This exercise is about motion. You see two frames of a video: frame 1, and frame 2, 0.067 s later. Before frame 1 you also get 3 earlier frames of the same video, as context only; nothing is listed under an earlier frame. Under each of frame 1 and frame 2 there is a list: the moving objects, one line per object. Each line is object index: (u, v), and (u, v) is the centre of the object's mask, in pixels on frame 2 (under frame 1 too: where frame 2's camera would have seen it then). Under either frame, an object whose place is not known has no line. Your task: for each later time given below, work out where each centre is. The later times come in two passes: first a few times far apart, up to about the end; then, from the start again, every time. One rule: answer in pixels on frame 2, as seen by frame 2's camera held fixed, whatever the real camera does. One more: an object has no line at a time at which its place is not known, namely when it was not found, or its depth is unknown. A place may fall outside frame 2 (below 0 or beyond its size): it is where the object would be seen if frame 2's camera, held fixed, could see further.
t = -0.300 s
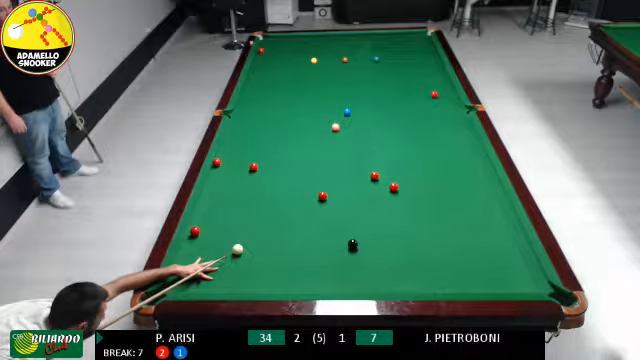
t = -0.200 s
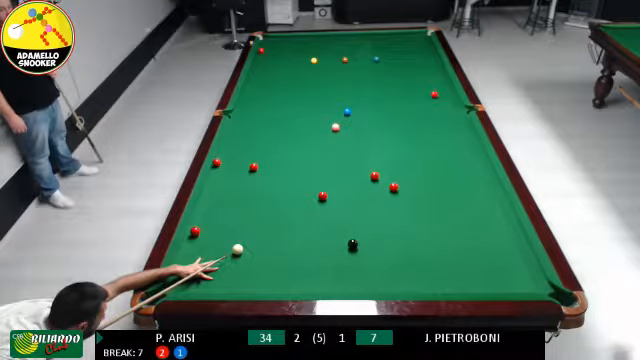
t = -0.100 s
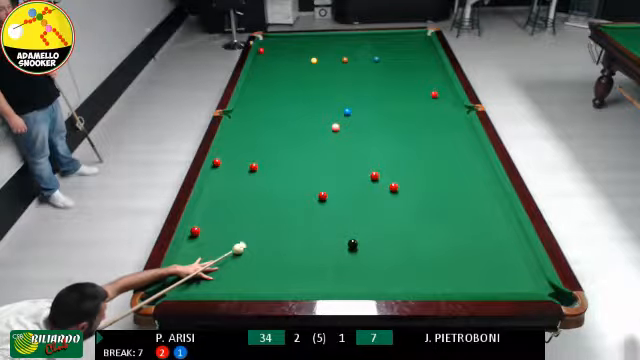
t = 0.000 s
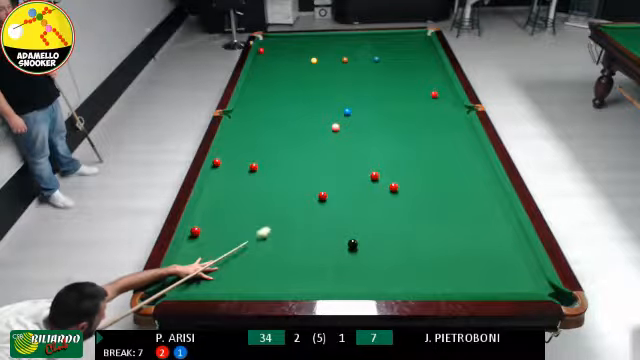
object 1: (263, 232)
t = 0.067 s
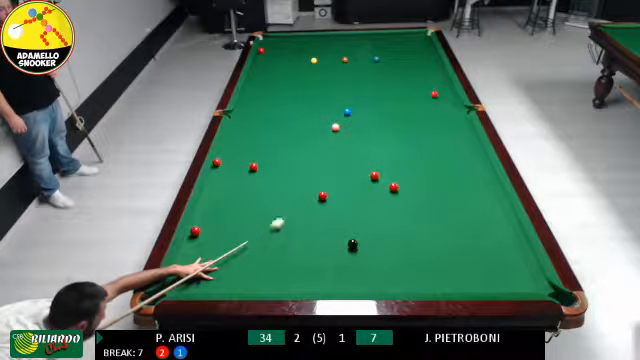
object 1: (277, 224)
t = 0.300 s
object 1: (316, 200)
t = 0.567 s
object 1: (324, 194)
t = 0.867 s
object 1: (334, 188)
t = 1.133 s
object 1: (341, 183)
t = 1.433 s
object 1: (349, 178)
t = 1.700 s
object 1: (354, 175)
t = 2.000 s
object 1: (359, 171)
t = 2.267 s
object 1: (362, 169)
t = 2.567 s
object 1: (365, 168)
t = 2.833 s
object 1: (367, 166)
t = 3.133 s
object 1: (368, 166)
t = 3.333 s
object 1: (368, 166)
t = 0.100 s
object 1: (284, 219)
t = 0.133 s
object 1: (289, 216)
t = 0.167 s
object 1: (296, 212)
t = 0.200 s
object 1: (301, 208)
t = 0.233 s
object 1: (308, 205)
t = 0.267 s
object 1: (313, 201)
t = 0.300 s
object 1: (316, 200)
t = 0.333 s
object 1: (316, 199)
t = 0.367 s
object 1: (317, 199)
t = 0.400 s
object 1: (318, 198)
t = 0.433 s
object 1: (319, 197)
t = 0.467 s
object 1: (320, 197)
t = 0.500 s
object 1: (321, 196)
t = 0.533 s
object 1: (323, 195)
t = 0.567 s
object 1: (324, 194)
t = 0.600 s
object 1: (325, 193)
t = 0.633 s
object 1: (326, 192)
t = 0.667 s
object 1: (327, 192)
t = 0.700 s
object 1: (328, 191)
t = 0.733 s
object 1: (329, 190)
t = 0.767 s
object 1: (330, 189)
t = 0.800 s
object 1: (331, 189)
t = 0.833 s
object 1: (332, 188)
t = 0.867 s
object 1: (334, 188)
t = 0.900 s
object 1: (334, 187)
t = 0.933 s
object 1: (336, 186)
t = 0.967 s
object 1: (337, 186)
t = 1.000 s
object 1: (338, 185)
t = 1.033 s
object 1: (339, 185)
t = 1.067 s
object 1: (339, 184)
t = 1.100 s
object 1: (340, 183)
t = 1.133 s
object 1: (341, 183)
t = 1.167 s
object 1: (342, 182)
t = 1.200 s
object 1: (343, 182)
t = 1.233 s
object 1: (344, 181)
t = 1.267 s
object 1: (345, 181)
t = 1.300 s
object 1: (346, 180)
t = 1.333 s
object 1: (346, 180)
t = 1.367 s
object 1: (347, 179)
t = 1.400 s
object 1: (348, 178)
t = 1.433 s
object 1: (349, 178)
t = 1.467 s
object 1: (349, 178)
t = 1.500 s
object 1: (350, 178)
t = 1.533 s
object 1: (351, 177)
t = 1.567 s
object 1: (351, 176)
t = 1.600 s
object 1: (351, 176)
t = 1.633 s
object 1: (353, 175)
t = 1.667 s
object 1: (353, 175)
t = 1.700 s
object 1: (354, 175)
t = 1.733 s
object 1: (355, 174)
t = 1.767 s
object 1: (355, 174)
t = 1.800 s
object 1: (356, 174)
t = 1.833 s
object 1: (356, 173)
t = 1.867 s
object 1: (357, 172)
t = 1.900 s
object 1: (357, 172)
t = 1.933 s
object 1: (358, 172)
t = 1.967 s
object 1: (358, 172)
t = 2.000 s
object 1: (359, 171)
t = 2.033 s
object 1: (359, 171)
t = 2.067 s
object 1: (360, 171)
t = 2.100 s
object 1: (360, 171)
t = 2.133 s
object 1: (360, 171)
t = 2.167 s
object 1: (361, 170)
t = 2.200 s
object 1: (361, 170)
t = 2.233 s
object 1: (362, 169)
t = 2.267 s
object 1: (362, 169)
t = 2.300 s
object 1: (363, 169)
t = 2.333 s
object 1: (363, 169)
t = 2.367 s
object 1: (363, 169)
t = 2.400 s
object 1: (364, 168)
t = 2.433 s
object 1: (364, 168)
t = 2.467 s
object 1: (365, 168)
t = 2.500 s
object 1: (365, 168)
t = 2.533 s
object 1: (365, 168)
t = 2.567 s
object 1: (365, 168)
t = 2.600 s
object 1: (365, 168)
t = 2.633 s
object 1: (365, 168)
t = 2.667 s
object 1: (366, 167)
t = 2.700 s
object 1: (366, 167)
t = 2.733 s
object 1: (366, 167)
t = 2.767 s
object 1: (367, 167)
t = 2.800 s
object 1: (367, 167)
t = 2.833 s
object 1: (367, 166)
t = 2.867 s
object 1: (367, 166)
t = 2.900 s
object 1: (367, 166)
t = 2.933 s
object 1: (367, 166)
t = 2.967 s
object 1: (367, 166)
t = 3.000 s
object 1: (367, 166)
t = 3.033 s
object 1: (368, 166)
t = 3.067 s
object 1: (368, 166)
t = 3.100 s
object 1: (368, 166)
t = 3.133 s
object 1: (368, 166)
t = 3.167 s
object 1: (368, 166)
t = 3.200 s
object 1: (368, 166)
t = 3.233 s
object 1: (368, 166)
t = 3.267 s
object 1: (368, 166)
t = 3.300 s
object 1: (368, 166)
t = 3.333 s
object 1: (368, 166)
